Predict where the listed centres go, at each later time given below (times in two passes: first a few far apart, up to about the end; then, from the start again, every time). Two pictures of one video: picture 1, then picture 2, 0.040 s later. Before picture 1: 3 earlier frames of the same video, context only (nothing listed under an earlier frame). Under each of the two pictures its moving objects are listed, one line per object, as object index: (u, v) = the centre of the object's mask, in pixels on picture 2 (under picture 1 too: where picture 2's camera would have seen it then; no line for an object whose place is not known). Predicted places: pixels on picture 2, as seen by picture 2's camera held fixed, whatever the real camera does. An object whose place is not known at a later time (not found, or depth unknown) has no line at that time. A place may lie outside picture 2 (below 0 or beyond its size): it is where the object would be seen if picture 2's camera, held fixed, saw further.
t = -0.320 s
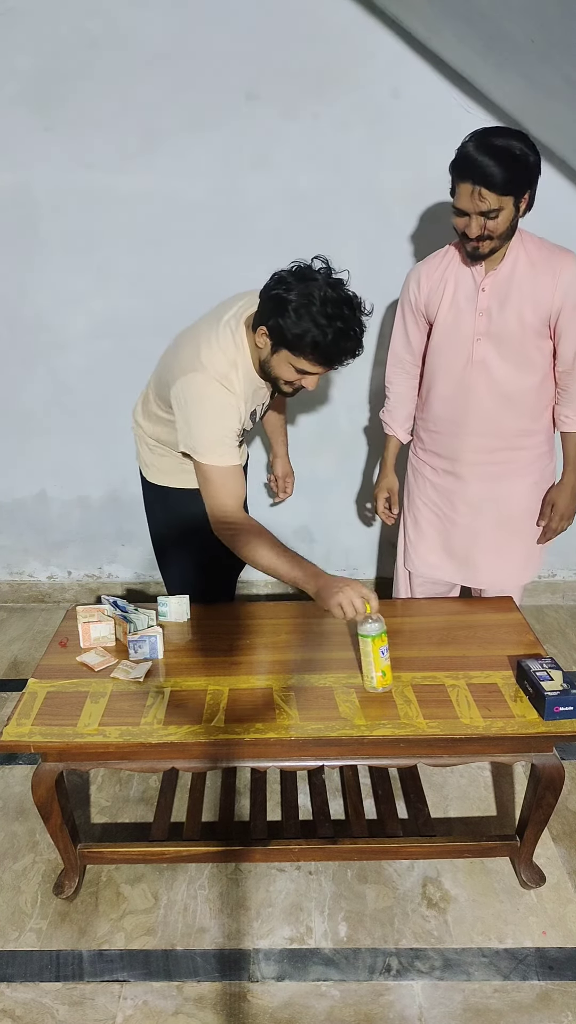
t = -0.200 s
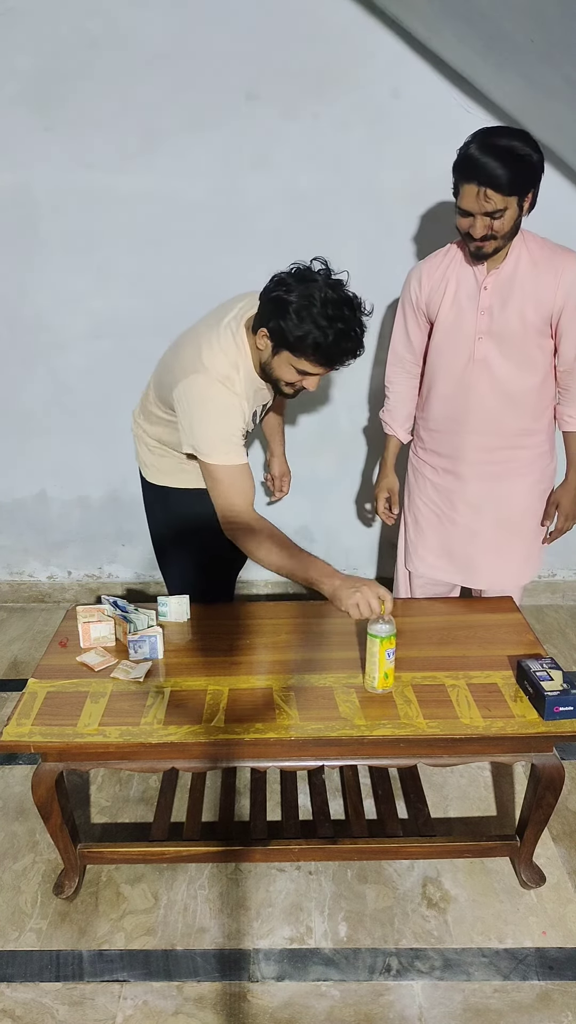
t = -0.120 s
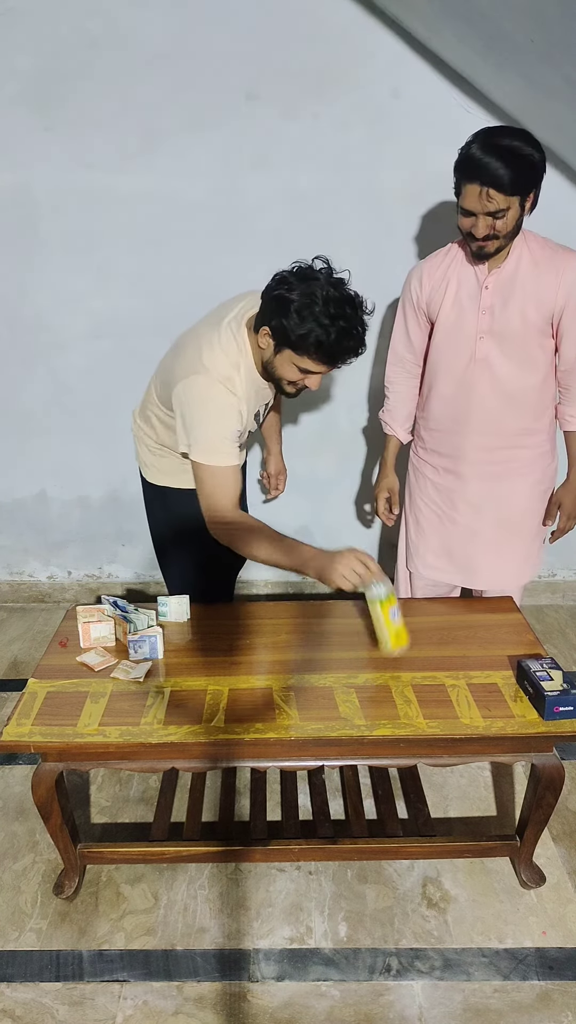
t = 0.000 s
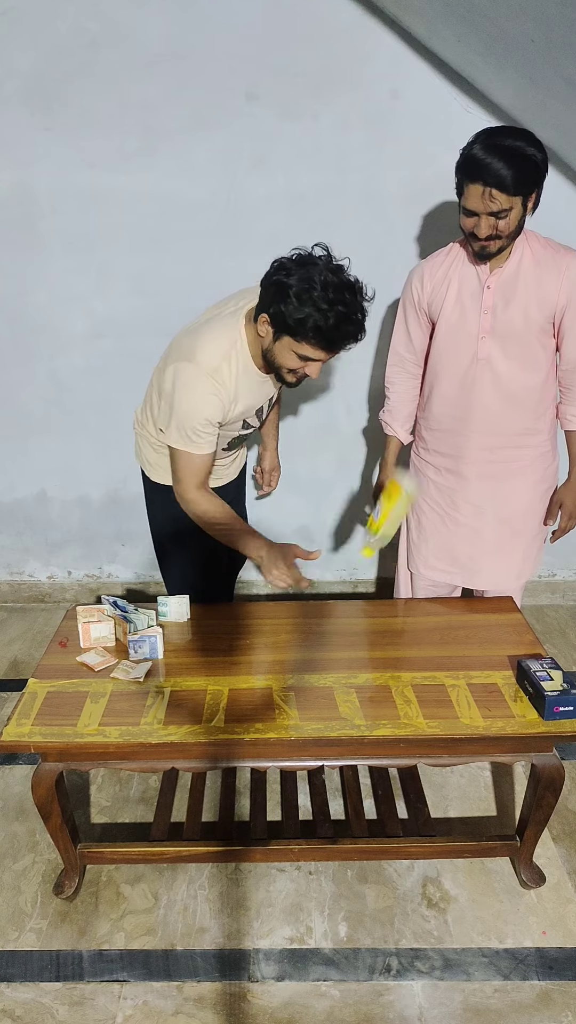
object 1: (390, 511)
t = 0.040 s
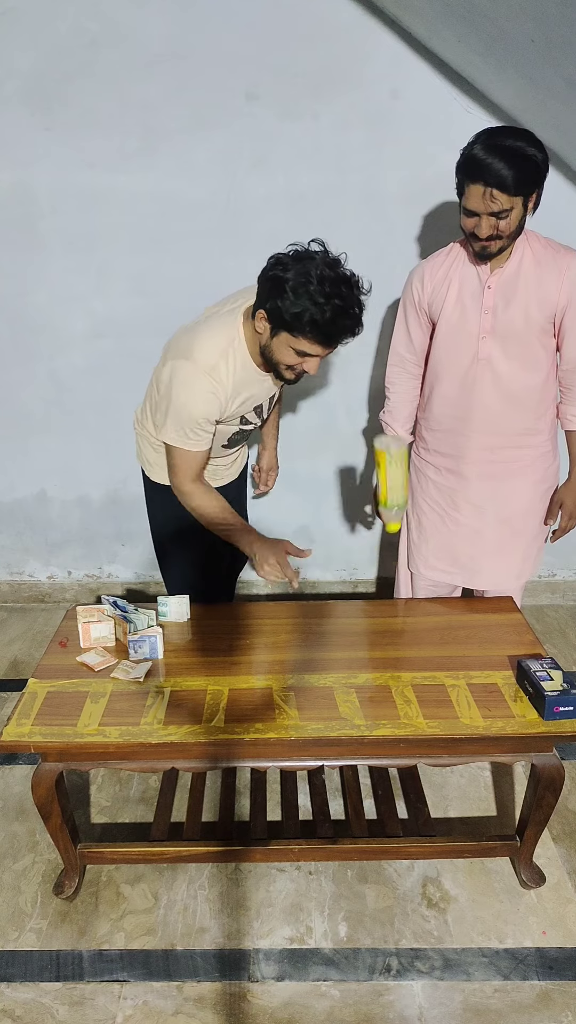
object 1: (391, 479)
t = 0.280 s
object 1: (377, 449)
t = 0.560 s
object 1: (338, 626)
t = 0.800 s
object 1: (299, 628)
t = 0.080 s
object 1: (390, 456)
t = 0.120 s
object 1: (388, 440)
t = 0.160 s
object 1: (386, 431)
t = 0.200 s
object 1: (384, 430)
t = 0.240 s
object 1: (381, 436)
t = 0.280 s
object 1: (377, 449)
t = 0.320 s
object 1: (373, 468)
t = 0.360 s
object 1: (369, 492)
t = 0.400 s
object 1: (365, 524)
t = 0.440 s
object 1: (361, 563)
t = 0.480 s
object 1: (358, 605)
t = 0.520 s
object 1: (346, 620)
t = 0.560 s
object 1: (338, 626)
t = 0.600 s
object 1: (328, 624)
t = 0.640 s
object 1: (320, 625)
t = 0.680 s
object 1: (312, 629)
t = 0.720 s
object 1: (306, 631)
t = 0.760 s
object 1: (302, 630)
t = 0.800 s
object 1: (299, 628)
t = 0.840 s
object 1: (298, 626)
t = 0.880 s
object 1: (297, 624)
